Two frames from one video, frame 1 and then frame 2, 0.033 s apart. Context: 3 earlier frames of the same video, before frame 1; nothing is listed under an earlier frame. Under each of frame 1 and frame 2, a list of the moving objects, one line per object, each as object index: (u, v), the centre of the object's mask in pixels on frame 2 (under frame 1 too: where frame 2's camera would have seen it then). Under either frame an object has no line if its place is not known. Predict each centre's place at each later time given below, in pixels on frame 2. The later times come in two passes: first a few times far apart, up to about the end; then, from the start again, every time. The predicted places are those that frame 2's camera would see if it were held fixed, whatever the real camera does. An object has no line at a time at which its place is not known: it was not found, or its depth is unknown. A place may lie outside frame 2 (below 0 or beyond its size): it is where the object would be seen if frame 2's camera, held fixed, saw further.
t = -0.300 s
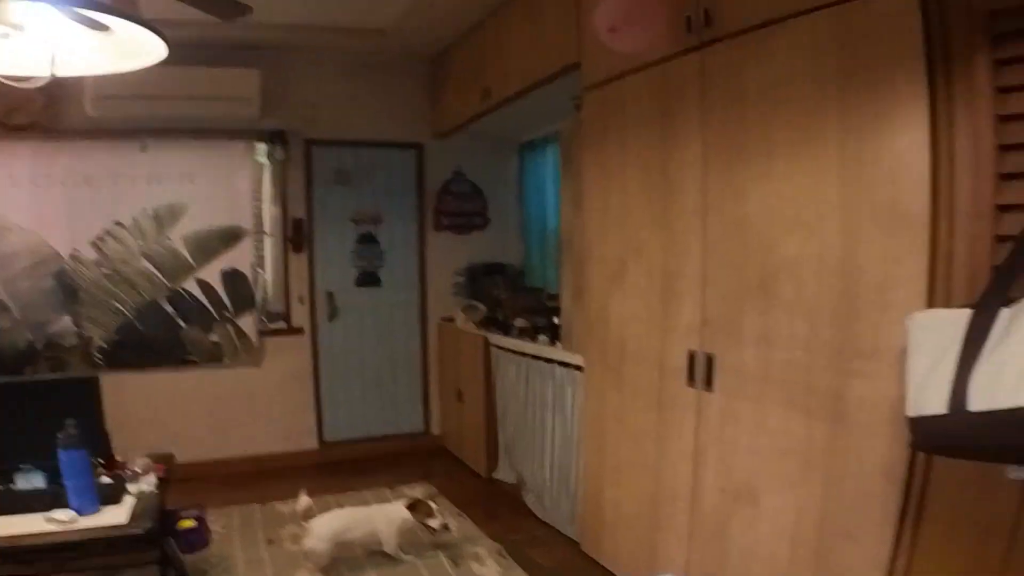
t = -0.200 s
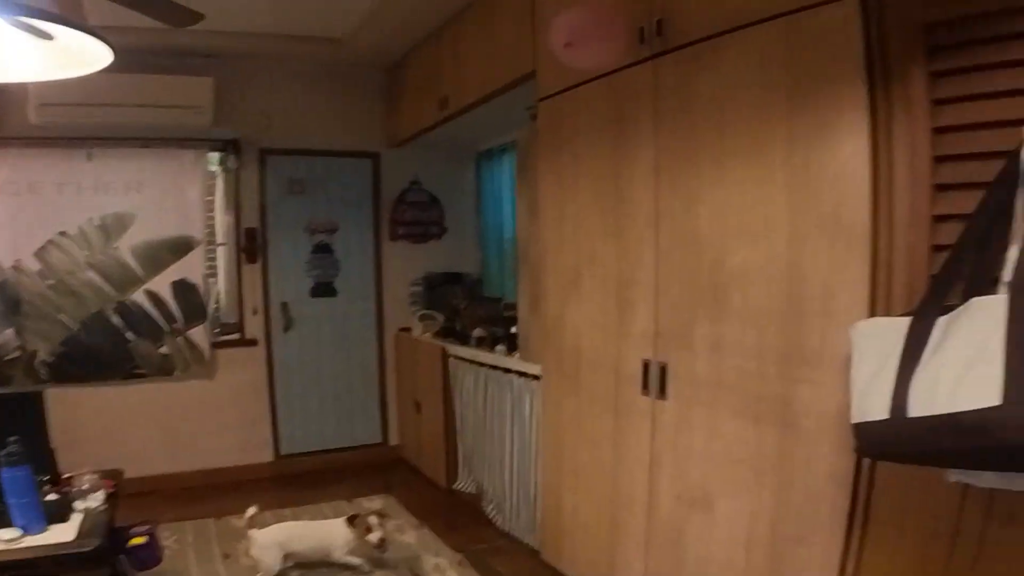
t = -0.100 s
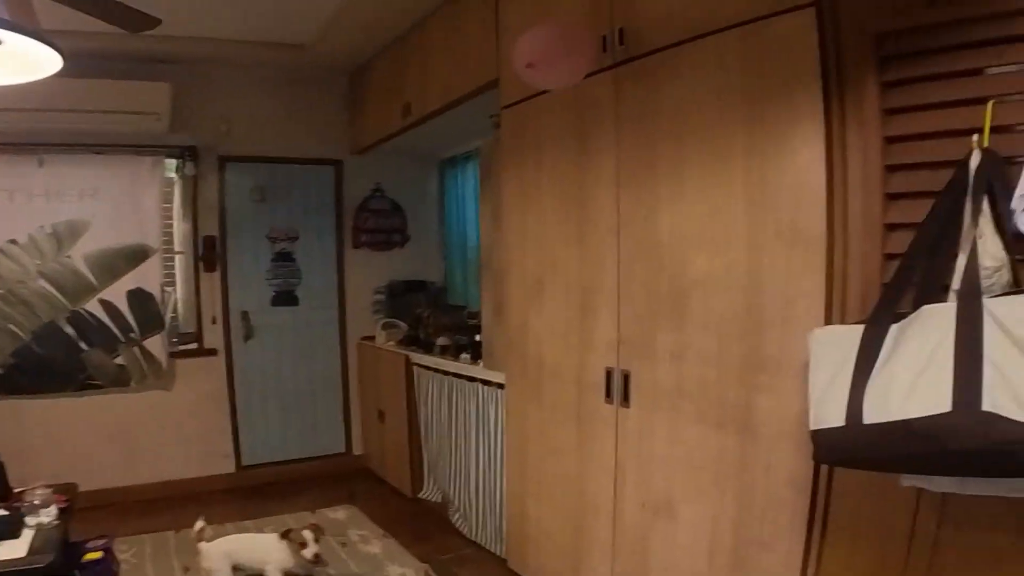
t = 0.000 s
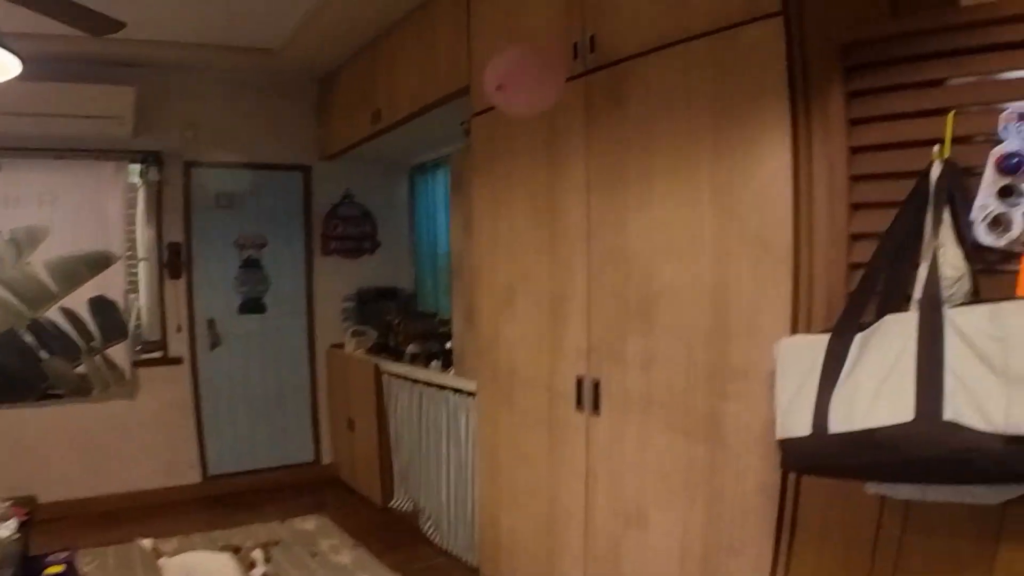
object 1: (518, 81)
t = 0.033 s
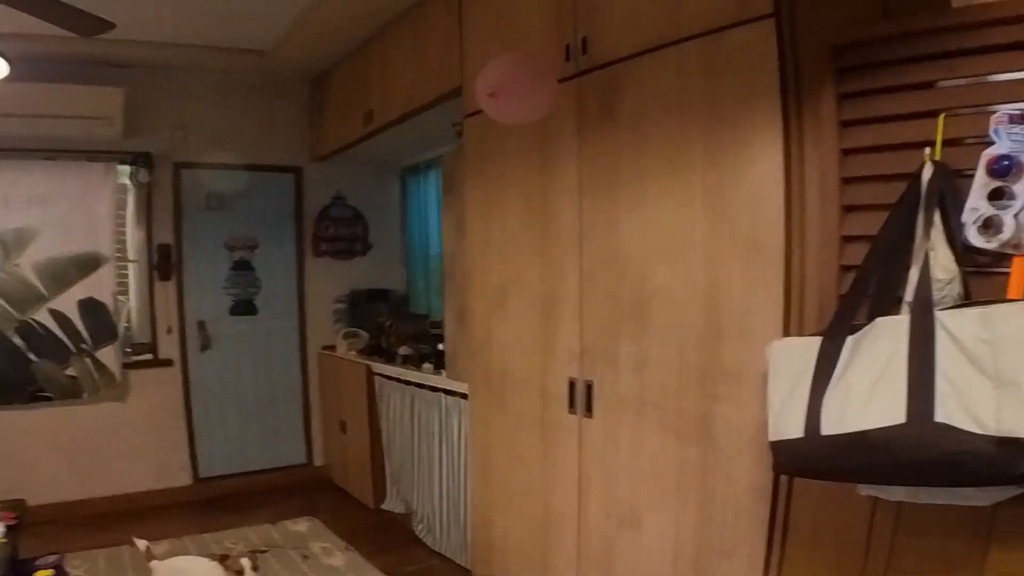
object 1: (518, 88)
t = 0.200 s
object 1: (515, 132)
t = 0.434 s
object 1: (496, 184)
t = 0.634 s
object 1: (462, 223)
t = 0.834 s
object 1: (417, 264)
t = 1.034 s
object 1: (369, 294)
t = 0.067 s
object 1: (516, 98)
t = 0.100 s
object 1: (516, 105)
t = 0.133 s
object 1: (516, 114)
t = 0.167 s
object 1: (516, 123)
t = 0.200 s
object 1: (515, 132)
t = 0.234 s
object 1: (514, 141)
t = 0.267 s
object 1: (512, 150)
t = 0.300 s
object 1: (511, 161)
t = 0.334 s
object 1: (508, 169)
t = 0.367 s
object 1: (505, 175)
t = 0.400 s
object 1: (501, 180)
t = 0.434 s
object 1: (496, 184)
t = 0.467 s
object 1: (491, 189)
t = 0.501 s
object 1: (486, 195)
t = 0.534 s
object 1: (480, 201)
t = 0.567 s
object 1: (474, 207)
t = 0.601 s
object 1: (468, 215)
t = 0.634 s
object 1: (462, 223)
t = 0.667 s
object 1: (456, 233)
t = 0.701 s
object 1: (449, 242)
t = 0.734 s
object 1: (441, 251)
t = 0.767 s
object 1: (434, 256)
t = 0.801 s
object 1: (426, 261)
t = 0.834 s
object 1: (417, 264)
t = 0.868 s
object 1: (409, 268)
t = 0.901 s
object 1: (401, 272)
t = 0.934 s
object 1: (392, 277)
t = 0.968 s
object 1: (384, 282)
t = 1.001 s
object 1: (377, 287)
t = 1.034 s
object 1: (369, 294)
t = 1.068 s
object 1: (362, 301)
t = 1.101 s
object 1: (355, 309)
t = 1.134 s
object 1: (347, 317)
